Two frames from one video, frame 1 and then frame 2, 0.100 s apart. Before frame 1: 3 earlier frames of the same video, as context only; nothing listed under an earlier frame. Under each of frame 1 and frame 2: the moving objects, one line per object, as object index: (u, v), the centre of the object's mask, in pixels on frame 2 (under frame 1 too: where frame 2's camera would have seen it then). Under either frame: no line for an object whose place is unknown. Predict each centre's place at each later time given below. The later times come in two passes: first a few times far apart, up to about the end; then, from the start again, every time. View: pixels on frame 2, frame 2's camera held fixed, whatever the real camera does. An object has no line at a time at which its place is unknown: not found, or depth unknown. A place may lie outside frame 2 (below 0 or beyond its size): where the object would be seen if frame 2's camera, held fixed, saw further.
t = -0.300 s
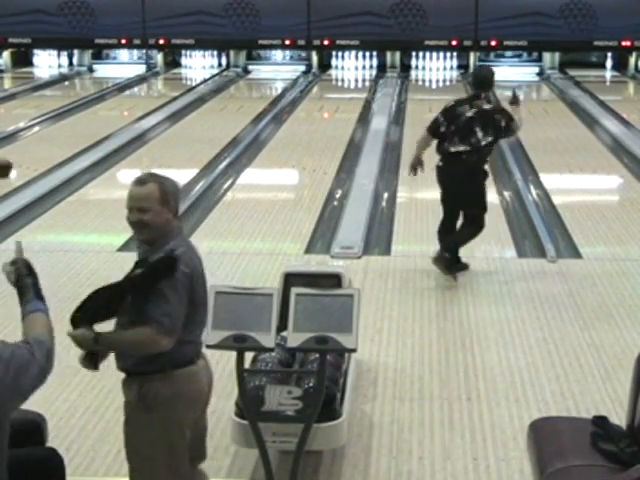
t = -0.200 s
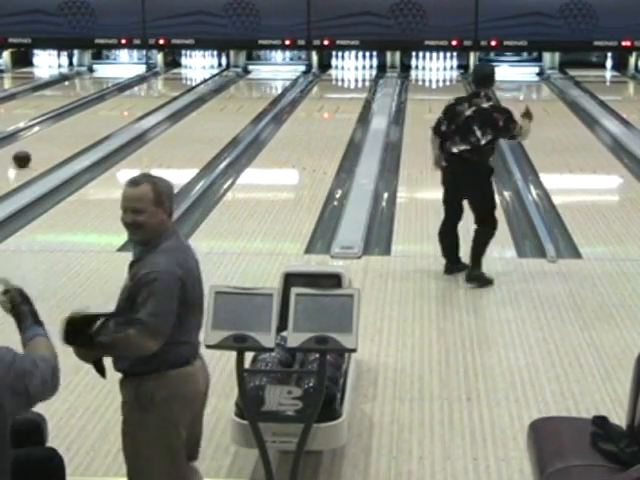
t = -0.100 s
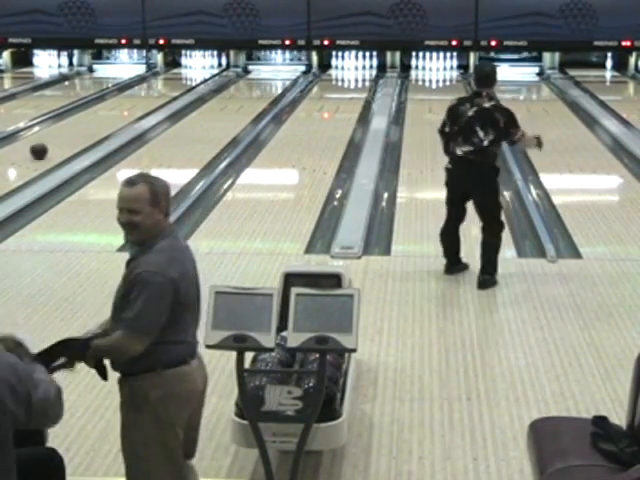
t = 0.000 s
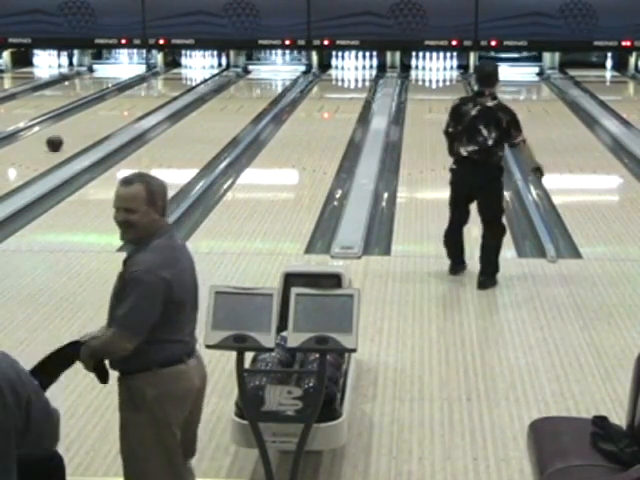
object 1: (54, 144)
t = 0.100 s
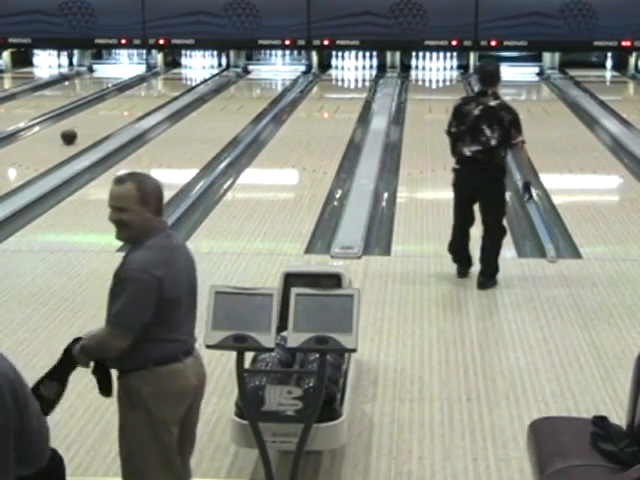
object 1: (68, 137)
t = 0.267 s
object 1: (90, 127)
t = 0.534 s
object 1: (118, 113)
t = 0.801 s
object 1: (142, 101)
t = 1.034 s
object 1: (160, 92)
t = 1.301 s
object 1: (176, 83)
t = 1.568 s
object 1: (189, 75)
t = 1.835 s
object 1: (200, 70)
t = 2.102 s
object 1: (207, 64)
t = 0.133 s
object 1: (73, 135)
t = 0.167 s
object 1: (77, 133)
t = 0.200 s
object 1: (81, 131)
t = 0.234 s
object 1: (86, 129)
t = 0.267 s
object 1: (90, 127)
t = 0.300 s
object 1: (93, 125)
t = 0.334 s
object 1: (97, 123)
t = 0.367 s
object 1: (101, 121)
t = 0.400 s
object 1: (105, 119)
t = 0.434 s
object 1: (108, 118)
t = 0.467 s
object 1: (112, 116)
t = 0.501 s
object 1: (114, 115)
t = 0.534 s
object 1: (118, 113)
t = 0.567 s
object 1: (121, 111)
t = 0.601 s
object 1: (125, 109)
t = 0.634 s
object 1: (128, 108)
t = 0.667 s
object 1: (131, 106)
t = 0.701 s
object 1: (134, 105)
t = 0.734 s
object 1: (137, 103)
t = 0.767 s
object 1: (139, 102)
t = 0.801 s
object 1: (142, 101)
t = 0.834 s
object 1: (145, 99)
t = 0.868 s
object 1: (148, 98)
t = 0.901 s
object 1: (150, 97)
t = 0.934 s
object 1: (152, 95)
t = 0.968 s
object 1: (155, 94)
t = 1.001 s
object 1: (157, 93)
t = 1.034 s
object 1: (160, 92)
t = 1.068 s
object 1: (162, 90)
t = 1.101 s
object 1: (164, 89)
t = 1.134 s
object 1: (166, 88)
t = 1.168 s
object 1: (168, 87)
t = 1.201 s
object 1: (170, 86)
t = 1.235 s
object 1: (172, 85)
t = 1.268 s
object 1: (174, 84)
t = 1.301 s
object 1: (176, 83)
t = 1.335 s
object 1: (178, 82)
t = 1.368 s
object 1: (180, 80)
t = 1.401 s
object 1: (181, 79)
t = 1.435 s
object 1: (183, 78)
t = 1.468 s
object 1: (185, 78)
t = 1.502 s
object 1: (186, 77)
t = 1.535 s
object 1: (188, 76)
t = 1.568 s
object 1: (189, 75)
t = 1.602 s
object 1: (191, 74)
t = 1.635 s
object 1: (193, 74)
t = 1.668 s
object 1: (194, 73)
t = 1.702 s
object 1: (195, 72)
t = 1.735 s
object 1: (197, 72)
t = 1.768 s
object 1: (198, 71)
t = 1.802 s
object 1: (199, 70)
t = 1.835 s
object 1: (200, 70)
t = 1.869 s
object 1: (202, 68)
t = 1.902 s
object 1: (203, 68)
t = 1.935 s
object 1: (204, 67)
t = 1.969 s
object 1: (205, 66)
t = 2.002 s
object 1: (206, 66)
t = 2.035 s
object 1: (207, 65)
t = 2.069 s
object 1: (207, 64)
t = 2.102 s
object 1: (207, 64)
